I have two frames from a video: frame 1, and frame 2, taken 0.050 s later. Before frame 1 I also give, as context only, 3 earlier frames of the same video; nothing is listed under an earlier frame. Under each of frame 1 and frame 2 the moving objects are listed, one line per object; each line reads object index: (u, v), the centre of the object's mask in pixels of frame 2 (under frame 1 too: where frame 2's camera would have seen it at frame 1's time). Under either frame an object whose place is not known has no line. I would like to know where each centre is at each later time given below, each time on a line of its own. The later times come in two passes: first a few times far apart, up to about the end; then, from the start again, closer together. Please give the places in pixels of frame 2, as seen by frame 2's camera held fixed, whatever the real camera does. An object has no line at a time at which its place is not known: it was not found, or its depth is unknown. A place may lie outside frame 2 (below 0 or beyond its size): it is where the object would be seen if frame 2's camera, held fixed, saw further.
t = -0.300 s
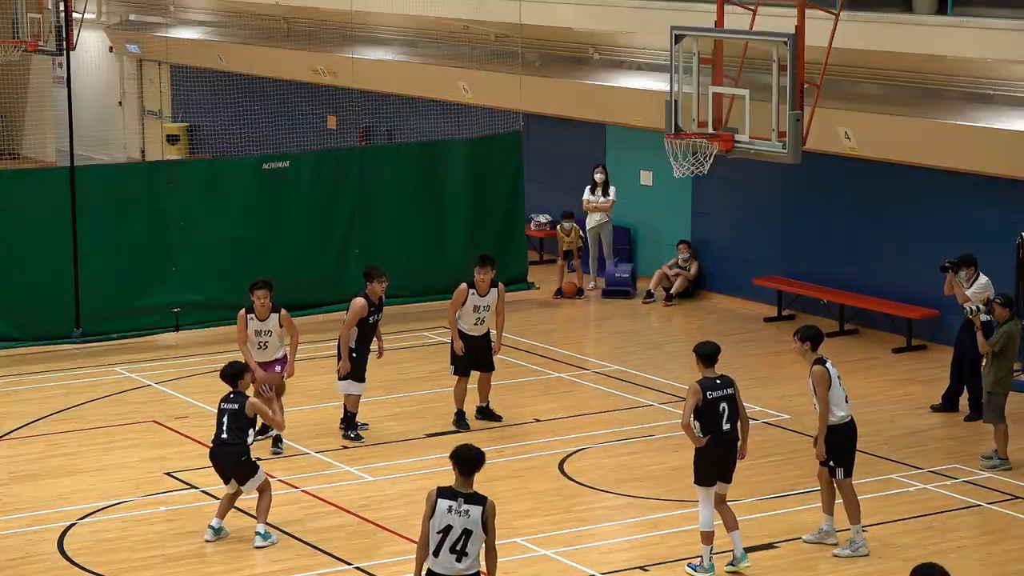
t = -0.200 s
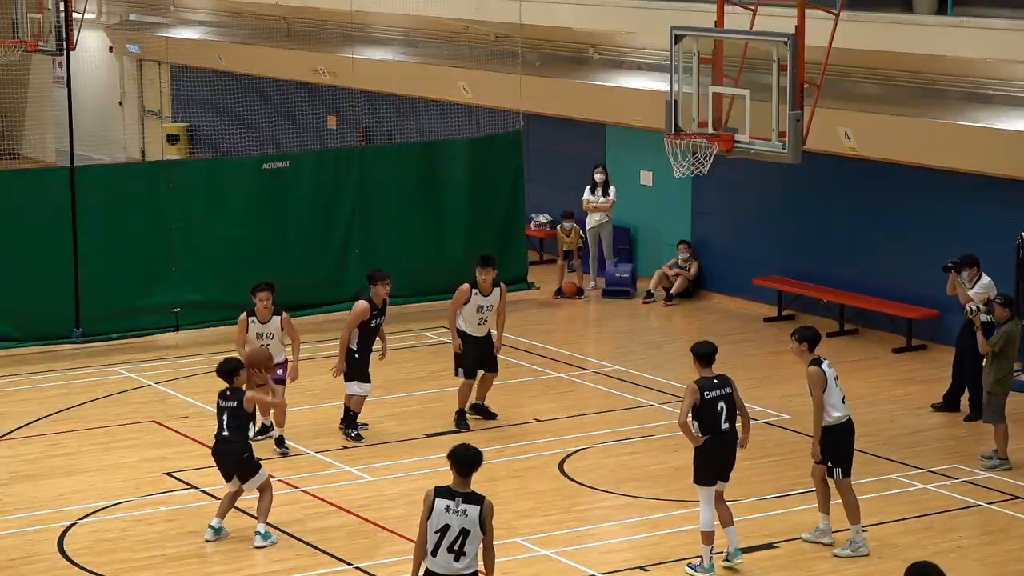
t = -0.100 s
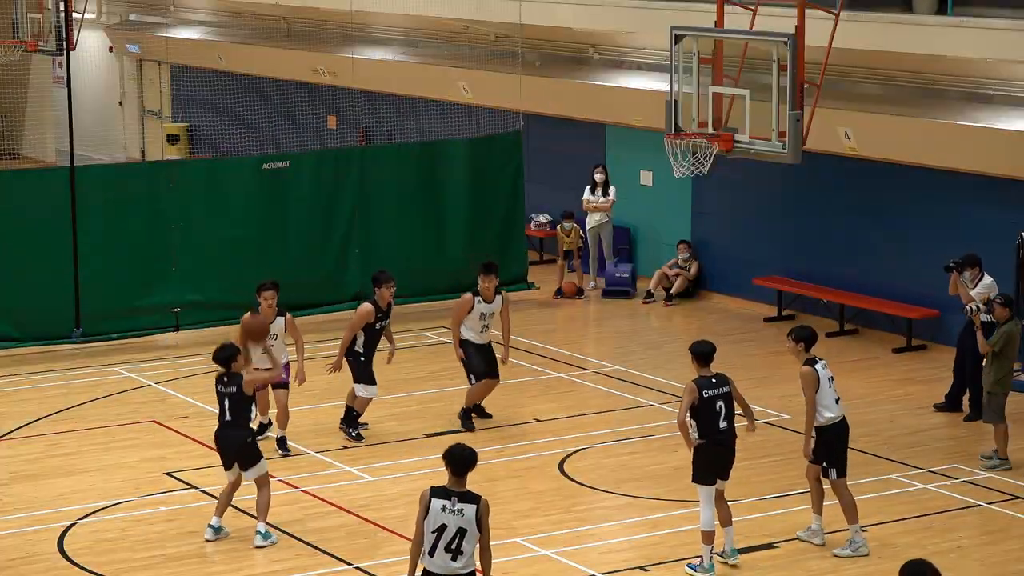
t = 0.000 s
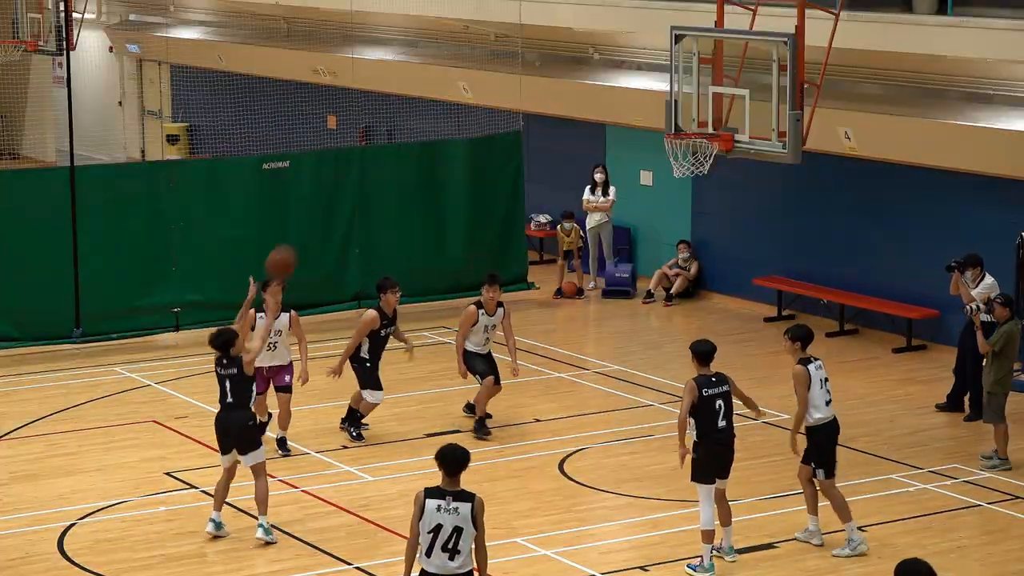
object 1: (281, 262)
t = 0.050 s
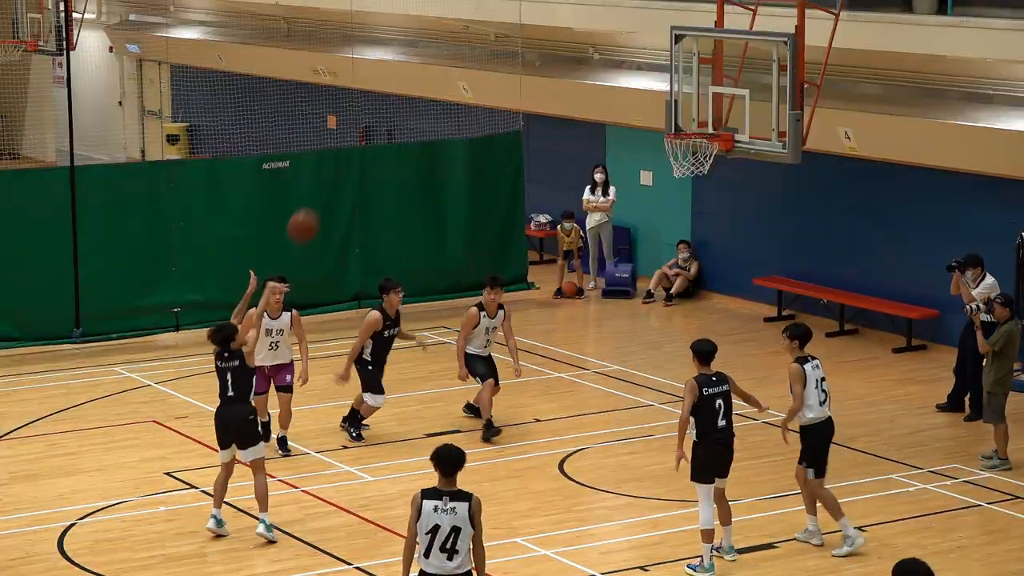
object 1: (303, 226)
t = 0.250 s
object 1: (389, 109)
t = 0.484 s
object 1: (486, 36)
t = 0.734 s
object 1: (588, 26)
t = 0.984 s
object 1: (683, 86)
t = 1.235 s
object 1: (715, 58)
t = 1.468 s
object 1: (712, 9)
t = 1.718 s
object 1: (710, 19)
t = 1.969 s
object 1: (706, 99)
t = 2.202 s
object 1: (679, 126)
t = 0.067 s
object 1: (310, 214)
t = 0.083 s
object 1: (317, 203)
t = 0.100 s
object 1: (324, 192)
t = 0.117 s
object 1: (332, 182)
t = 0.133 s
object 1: (339, 171)
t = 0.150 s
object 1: (346, 162)
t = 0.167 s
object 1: (353, 153)
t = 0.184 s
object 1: (360, 144)
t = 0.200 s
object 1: (368, 135)
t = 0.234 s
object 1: (383, 117)
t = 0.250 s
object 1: (389, 109)
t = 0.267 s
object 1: (396, 102)
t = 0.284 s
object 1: (403, 95)
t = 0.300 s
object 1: (411, 88)
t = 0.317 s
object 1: (418, 81)
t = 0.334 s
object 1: (425, 76)
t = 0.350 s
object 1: (432, 70)
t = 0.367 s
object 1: (439, 64)
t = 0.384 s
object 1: (446, 59)
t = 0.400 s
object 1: (453, 53)
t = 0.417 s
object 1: (460, 49)
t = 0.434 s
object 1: (466, 45)
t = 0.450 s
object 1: (473, 41)
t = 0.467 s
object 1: (480, 38)
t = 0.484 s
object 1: (486, 36)
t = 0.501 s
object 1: (493, 32)
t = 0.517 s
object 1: (501, 29)
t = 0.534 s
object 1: (508, 27)
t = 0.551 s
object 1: (514, 25)
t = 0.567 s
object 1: (521, 24)
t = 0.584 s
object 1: (528, 23)
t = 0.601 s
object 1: (535, 22)
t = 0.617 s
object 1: (542, 21)
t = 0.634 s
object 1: (549, 21)
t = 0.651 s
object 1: (556, 21)
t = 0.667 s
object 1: (562, 21)
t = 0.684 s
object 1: (568, 22)
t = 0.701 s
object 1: (575, 23)
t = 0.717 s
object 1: (582, 24)
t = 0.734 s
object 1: (588, 26)
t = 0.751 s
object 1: (594, 28)
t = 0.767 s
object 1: (601, 30)
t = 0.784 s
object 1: (608, 32)
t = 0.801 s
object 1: (614, 35)
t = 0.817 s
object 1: (620, 38)
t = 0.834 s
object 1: (626, 41)
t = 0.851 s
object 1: (633, 45)
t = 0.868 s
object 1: (639, 50)
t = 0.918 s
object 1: (658, 64)
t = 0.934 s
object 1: (665, 69)
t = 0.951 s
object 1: (670, 74)
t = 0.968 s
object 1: (677, 80)
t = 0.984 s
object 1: (683, 86)
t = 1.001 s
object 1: (689, 92)
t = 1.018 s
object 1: (695, 99)
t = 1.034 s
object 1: (700, 106)
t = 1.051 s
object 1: (708, 114)
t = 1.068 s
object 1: (713, 121)
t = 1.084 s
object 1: (715, 121)
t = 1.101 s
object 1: (716, 113)
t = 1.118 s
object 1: (715, 104)
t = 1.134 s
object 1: (715, 97)
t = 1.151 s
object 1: (715, 89)
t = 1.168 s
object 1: (715, 83)
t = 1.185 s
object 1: (715, 75)
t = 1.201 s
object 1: (715, 69)
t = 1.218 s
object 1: (714, 64)
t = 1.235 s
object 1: (715, 58)
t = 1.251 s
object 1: (714, 52)
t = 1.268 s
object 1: (714, 47)
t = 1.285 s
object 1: (714, 42)
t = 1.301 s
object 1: (714, 37)
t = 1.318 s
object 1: (714, 33)
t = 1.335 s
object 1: (714, 28)
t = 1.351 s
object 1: (713, 25)
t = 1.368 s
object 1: (713, 22)
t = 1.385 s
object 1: (713, 19)
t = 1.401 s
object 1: (713, 16)
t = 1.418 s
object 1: (712, 13)
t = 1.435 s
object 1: (712, 11)
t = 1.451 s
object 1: (712, 10)
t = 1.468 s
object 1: (712, 9)
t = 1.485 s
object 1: (712, 8)
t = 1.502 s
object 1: (712, 8)
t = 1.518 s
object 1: (712, 8)
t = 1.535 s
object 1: (711, 8)
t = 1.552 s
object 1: (711, 7)
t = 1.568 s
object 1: (711, 8)
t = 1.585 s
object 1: (711, 8)
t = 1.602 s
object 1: (711, 8)
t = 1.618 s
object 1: (710, 9)
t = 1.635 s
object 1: (710, 9)
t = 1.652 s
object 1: (710, 10)
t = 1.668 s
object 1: (710, 11)
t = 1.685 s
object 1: (710, 12)
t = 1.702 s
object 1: (710, 16)
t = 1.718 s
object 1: (710, 19)
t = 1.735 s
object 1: (708, 22)
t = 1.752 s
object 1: (709, 25)
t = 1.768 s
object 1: (708, 29)
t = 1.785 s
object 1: (709, 33)
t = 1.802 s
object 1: (708, 39)
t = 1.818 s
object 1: (709, 43)
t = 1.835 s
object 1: (708, 48)
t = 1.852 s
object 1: (708, 52)
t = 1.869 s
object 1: (708, 57)
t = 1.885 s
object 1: (708, 64)
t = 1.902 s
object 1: (707, 70)
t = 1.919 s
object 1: (706, 76)
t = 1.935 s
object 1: (706, 85)
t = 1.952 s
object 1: (706, 91)
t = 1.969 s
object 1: (706, 99)
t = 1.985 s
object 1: (706, 105)
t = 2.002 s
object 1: (706, 115)
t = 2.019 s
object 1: (706, 122)
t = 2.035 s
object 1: (705, 123)
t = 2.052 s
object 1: (703, 123)
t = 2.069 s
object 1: (700, 122)
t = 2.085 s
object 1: (697, 122)
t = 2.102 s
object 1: (695, 122)
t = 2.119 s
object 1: (691, 123)
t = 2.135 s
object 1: (690, 123)
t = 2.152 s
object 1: (687, 124)
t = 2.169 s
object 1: (683, 125)
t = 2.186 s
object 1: (681, 126)
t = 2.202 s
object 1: (679, 126)
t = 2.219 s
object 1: (677, 128)
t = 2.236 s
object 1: (676, 129)
